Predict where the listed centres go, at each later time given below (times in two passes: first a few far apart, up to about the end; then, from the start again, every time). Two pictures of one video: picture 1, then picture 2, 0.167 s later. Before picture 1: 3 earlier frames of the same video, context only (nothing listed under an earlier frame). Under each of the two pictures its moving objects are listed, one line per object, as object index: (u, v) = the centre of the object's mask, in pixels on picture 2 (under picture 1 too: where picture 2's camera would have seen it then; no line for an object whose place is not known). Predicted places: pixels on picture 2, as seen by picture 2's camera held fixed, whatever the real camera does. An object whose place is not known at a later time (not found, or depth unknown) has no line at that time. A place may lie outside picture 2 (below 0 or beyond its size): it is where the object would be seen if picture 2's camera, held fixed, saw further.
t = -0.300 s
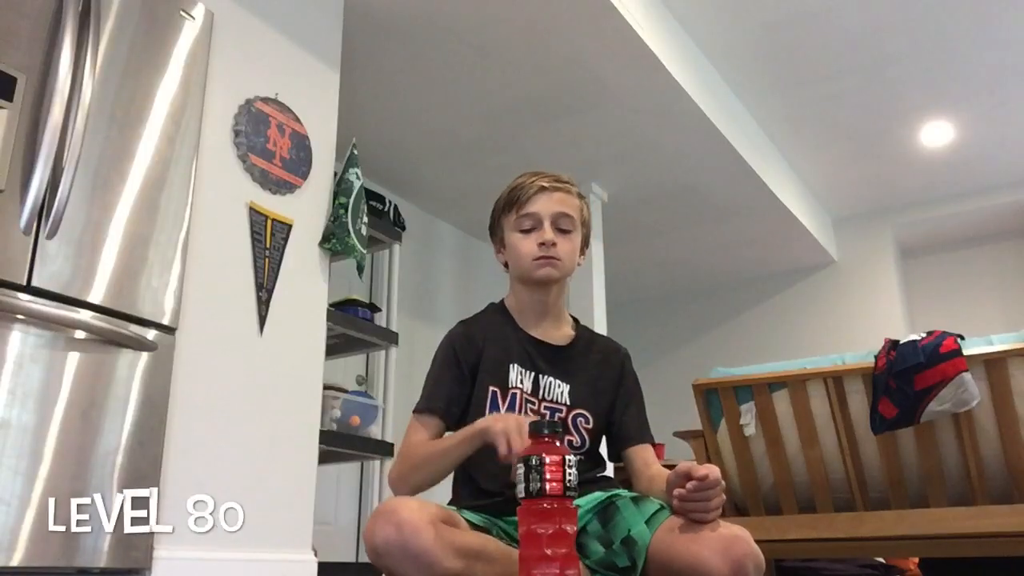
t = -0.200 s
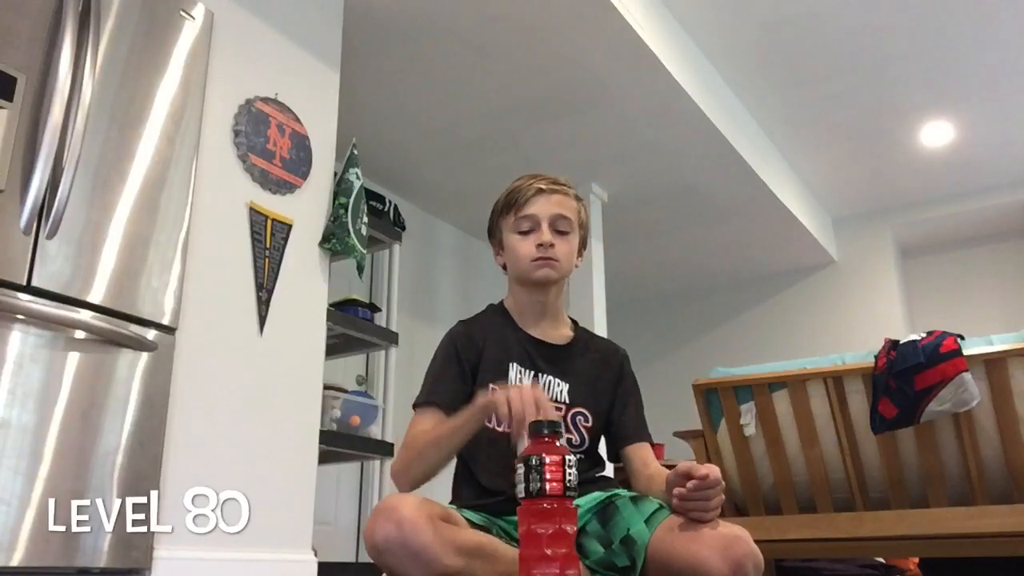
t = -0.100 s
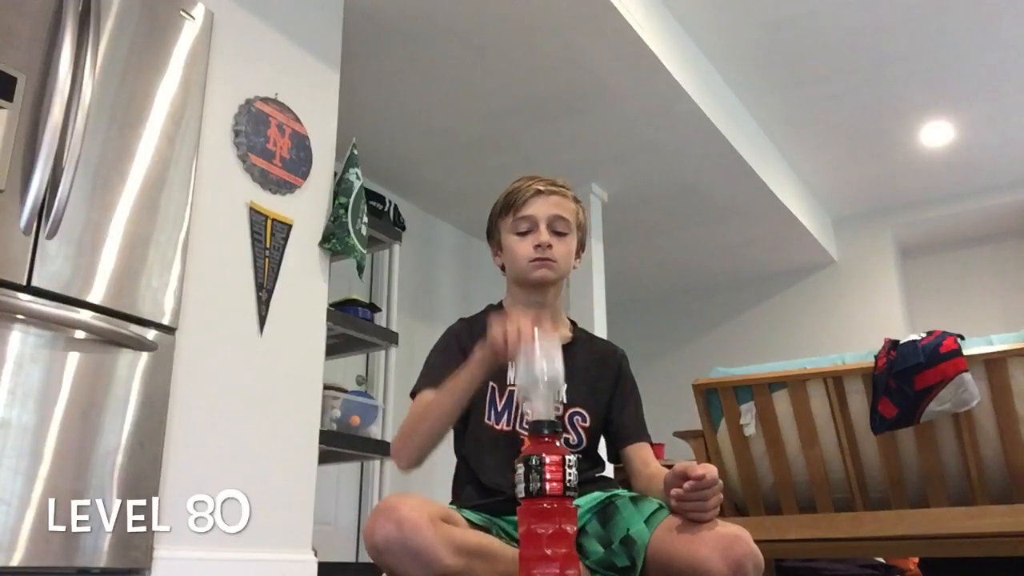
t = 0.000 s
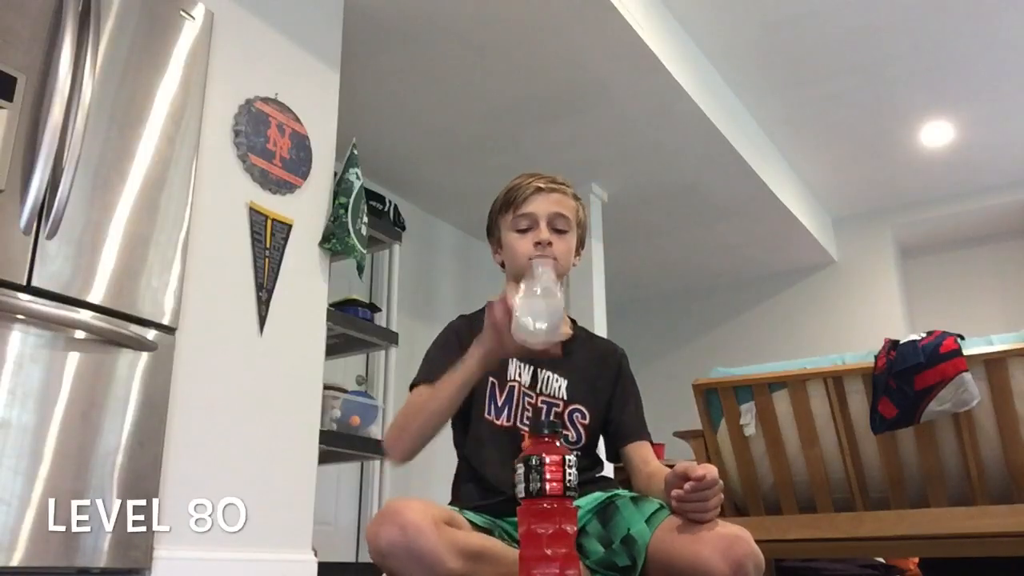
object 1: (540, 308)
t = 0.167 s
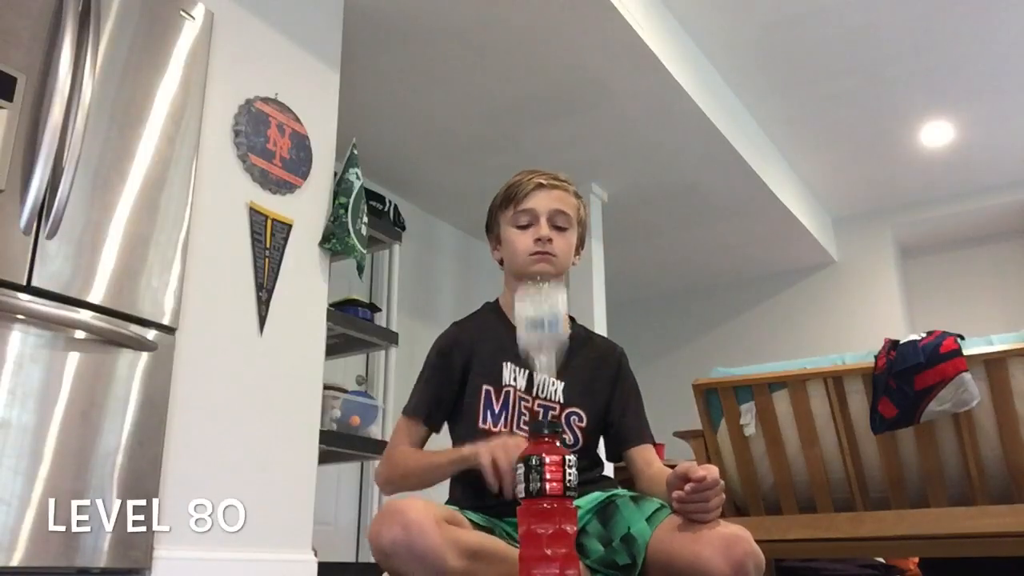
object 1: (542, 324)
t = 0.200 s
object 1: (544, 357)
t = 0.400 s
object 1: (545, 371)
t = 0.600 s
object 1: (549, 371)
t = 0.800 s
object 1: (549, 370)
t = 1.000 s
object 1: (548, 371)
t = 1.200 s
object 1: (547, 370)
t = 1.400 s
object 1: (548, 370)
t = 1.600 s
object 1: (547, 370)
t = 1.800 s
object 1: (547, 370)
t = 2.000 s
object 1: (547, 370)
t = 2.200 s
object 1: (547, 370)
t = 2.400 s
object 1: (547, 370)
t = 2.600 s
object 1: (548, 370)
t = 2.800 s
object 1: (547, 370)
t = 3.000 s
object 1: (547, 370)
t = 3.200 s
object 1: (547, 370)
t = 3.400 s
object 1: (547, 370)
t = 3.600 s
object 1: (547, 370)
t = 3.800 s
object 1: (547, 370)
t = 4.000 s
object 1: (547, 370)
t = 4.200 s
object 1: (547, 370)
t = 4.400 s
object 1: (547, 370)
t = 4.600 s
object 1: (547, 370)
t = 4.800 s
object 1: (547, 370)
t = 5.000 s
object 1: (547, 370)
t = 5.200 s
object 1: (548, 370)
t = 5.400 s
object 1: (547, 370)
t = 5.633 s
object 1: (547, 370)
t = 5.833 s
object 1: (547, 370)
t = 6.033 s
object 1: (547, 370)
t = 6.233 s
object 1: (547, 370)
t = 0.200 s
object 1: (544, 357)
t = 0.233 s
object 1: (545, 369)
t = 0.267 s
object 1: (544, 369)
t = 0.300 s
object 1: (546, 370)
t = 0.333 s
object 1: (547, 370)
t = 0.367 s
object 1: (546, 370)
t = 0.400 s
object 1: (545, 371)
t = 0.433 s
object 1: (545, 371)
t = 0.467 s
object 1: (545, 371)
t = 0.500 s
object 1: (546, 370)
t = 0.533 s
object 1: (547, 370)
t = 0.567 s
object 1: (548, 370)
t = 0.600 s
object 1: (549, 371)
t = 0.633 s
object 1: (549, 371)
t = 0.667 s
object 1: (549, 371)
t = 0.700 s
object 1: (550, 370)
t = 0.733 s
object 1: (549, 371)
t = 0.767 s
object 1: (549, 370)
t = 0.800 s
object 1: (549, 370)
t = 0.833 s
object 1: (549, 370)
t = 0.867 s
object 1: (549, 370)
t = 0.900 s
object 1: (549, 370)
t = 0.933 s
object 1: (549, 370)
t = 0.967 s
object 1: (548, 371)
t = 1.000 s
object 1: (548, 371)
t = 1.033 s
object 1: (548, 371)
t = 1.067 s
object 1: (548, 370)
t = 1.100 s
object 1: (547, 370)
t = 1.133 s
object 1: (547, 370)
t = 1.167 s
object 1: (547, 370)
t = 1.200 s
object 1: (547, 370)
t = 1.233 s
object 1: (547, 370)
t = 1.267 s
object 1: (547, 371)
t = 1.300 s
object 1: (548, 370)
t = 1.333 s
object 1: (548, 370)
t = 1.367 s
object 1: (548, 370)
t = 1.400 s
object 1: (548, 370)
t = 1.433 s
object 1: (548, 370)
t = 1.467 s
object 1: (548, 370)
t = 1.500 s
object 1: (548, 370)
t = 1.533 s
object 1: (547, 370)
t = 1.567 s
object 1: (547, 370)
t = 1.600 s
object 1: (547, 370)
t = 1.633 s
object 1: (547, 370)
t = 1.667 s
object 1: (547, 370)
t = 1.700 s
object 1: (547, 370)
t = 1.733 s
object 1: (547, 370)
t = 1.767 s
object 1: (547, 370)
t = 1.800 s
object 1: (547, 370)
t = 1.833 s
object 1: (547, 370)
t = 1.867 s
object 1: (547, 370)
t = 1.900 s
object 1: (547, 370)
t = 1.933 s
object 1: (547, 370)
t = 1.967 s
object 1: (547, 370)
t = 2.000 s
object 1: (547, 370)
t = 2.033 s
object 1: (547, 370)
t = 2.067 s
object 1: (547, 370)
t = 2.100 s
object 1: (547, 370)
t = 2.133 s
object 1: (547, 370)
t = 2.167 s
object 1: (547, 370)
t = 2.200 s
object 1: (547, 370)
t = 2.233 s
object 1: (547, 370)
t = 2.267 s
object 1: (547, 370)
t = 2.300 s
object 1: (548, 370)
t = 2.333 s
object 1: (548, 370)
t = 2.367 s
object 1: (547, 370)
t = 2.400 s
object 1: (547, 370)
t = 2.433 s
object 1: (547, 370)
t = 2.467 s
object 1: (547, 370)
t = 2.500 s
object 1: (547, 370)
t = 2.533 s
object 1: (547, 370)
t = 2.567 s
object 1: (547, 370)
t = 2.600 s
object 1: (548, 370)
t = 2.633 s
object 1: (547, 370)
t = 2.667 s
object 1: (547, 370)
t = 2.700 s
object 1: (547, 370)
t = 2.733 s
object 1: (547, 370)
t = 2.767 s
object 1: (547, 370)
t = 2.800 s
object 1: (547, 370)
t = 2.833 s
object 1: (547, 370)
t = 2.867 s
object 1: (547, 370)
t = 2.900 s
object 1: (547, 370)
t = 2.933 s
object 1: (547, 370)
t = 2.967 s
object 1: (547, 370)
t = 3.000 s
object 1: (547, 370)
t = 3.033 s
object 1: (547, 370)
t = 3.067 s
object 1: (547, 370)
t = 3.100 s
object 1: (547, 370)
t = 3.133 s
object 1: (547, 370)
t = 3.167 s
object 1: (547, 370)
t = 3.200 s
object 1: (547, 370)
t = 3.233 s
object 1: (547, 370)
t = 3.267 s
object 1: (547, 370)
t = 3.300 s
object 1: (547, 370)
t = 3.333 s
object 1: (547, 370)
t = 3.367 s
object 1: (547, 370)
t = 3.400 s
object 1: (547, 370)
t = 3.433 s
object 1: (547, 370)
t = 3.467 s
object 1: (547, 370)
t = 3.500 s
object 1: (547, 370)
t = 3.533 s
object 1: (547, 370)
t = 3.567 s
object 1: (547, 370)
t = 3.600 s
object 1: (547, 370)
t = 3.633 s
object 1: (547, 370)
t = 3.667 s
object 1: (547, 370)
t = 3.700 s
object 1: (547, 370)
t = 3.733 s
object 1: (547, 370)
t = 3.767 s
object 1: (547, 370)
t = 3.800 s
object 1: (547, 370)
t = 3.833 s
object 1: (547, 370)
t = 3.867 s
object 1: (547, 370)
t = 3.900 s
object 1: (547, 370)
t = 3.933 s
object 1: (547, 370)
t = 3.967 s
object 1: (547, 370)
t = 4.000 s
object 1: (547, 370)
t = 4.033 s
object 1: (547, 370)
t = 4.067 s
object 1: (547, 370)
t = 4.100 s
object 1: (547, 370)
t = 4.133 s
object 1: (547, 370)
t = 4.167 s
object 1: (547, 370)
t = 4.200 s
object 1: (547, 370)
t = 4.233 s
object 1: (547, 370)
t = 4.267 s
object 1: (547, 370)
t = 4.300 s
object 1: (547, 370)
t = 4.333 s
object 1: (547, 370)
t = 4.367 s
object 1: (547, 370)
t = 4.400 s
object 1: (547, 370)
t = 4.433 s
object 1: (547, 370)
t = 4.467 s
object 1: (547, 370)
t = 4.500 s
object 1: (547, 370)
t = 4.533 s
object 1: (547, 370)
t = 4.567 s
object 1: (547, 370)
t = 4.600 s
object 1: (547, 370)
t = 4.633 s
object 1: (547, 370)
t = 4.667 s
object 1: (547, 370)
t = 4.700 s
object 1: (547, 370)
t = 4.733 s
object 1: (547, 370)
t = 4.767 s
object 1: (547, 370)
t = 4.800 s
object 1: (547, 370)
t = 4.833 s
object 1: (547, 370)
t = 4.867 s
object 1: (547, 370)
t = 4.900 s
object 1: (547, 370)
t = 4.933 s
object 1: (547, 370)
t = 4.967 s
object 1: (547, 370)
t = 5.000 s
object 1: (547, 370)
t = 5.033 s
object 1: (547, 370)
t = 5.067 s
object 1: (547, 370)
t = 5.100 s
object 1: (547, 370)
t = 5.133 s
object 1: (547, 370)
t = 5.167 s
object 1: (547, 370)
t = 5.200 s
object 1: (548, 370)
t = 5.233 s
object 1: (547, 370)
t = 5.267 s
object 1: (547, 370)
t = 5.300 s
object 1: (547, 370)
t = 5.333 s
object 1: (547, 370)
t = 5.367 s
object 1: (547, 370)
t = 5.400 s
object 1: (547, 370)
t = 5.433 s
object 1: (547, 370)
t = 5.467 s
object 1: (548, 370)
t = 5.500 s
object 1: (547, 370)
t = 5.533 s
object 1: (547, 370)
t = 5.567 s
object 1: (547, 370)
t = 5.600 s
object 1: (547, 370)
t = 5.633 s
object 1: (547, 370)
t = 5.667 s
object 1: (547, 370)
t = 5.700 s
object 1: (547, 370)
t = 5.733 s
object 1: (547, 370)
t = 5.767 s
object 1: (547, 370)
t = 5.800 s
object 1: (547, 370)
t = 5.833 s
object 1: (547, 370)
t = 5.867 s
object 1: (547, 370)
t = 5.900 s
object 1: (547, 370)
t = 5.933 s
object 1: (547, 370)
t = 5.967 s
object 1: (547, 370)
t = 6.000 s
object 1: (547, 370)
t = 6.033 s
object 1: (547, 370)
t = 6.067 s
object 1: (547, 370)
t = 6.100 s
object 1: (547, 370)
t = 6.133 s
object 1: (547, 370)
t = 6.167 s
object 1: (547, 370)
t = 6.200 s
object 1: (547, 370)
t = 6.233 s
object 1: (547, 370)
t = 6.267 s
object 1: (548, 370)
